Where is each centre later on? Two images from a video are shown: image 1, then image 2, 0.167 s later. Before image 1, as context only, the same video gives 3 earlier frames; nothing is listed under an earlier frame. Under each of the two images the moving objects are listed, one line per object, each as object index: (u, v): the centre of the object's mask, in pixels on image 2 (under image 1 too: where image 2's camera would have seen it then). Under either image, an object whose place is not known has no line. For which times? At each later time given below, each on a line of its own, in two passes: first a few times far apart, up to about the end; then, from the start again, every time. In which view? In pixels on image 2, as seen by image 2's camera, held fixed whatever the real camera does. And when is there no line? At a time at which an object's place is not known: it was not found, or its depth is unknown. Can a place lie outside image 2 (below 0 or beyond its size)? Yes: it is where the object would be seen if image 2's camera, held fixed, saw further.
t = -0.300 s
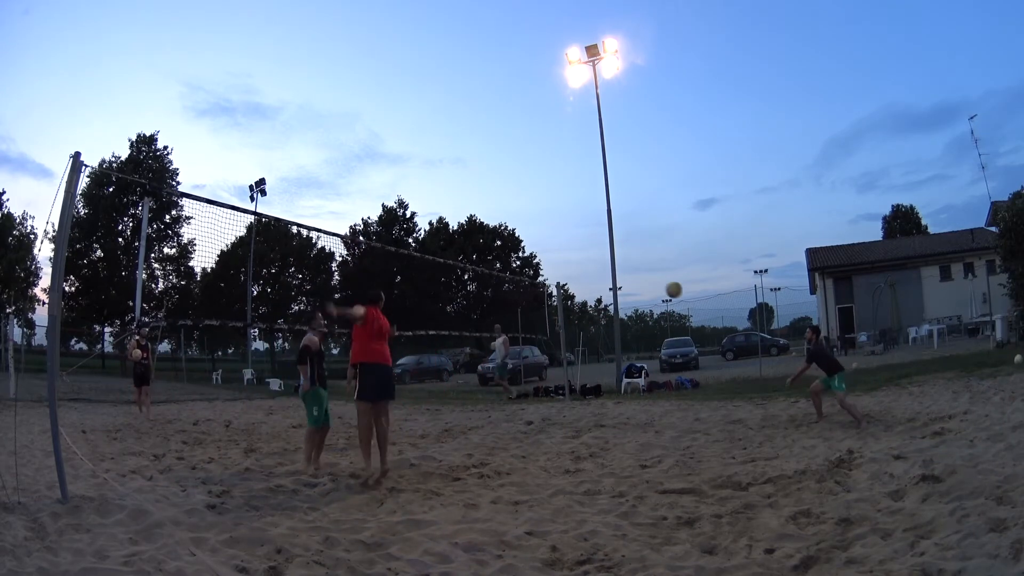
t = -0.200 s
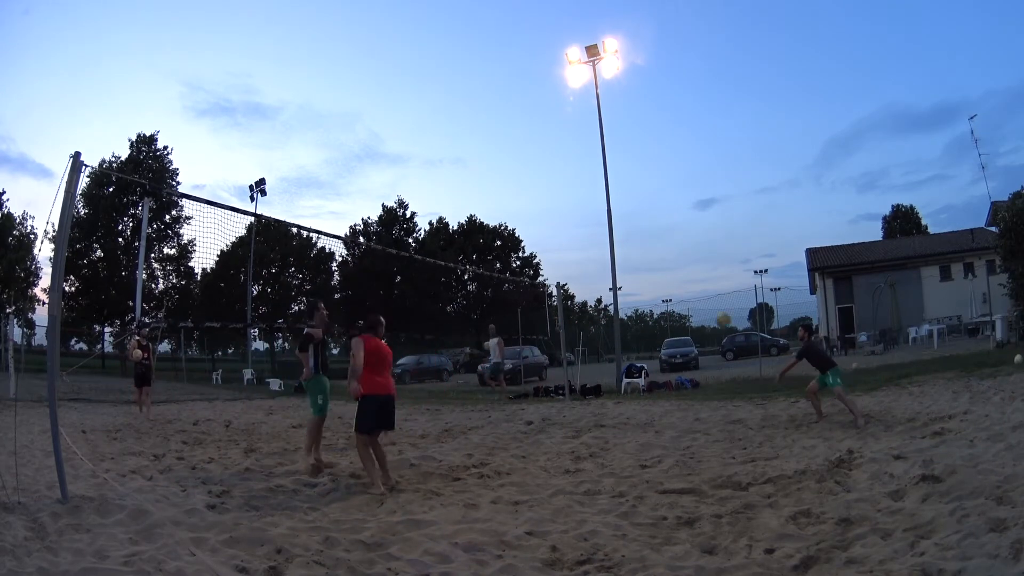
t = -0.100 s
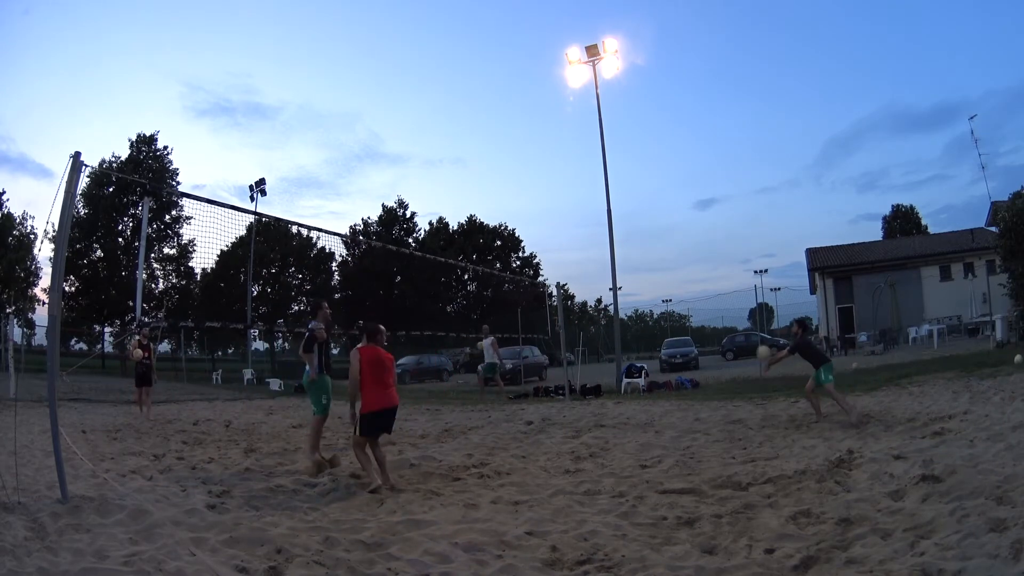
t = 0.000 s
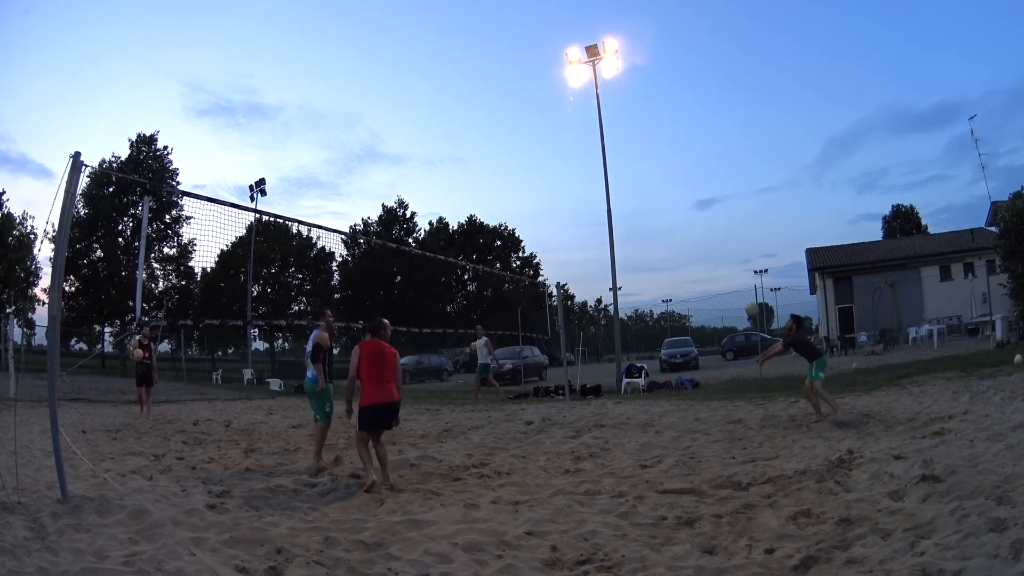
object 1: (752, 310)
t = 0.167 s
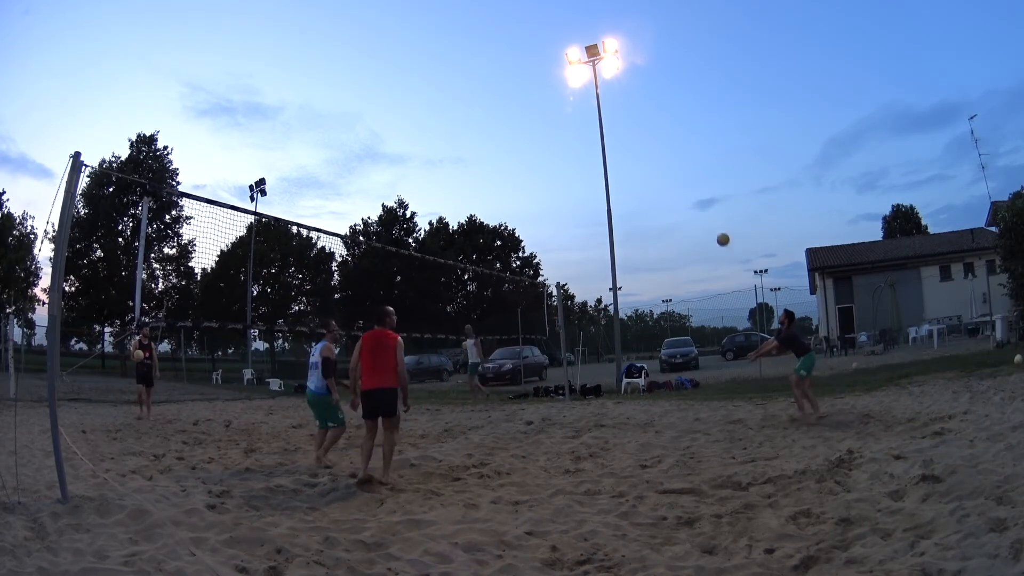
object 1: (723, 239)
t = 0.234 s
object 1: (713, 219)
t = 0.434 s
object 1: (686, 177)
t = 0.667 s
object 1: (664, 159)
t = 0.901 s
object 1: (648, 169)
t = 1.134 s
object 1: (637, 202)
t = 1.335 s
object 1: (630, 248)
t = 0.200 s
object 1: (718, 228)
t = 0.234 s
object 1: (713, 219)
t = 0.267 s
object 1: (708, 209)
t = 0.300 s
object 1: (703, 202)
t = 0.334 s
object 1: (698, 194)
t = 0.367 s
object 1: (694, 187)
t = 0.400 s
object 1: (690, 182)
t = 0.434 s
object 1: (686, 177)
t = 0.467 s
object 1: (683, 173)
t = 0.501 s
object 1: (679, 169)
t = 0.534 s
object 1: (676, 166)
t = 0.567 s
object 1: (673, 163)
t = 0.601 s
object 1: (670, 161)
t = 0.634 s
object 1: (667, 160)
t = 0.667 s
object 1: (664, 159)
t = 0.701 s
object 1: (661, 159)
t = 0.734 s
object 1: (659, 159)
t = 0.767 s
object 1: (657, 160)
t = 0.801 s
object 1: (654, 162)
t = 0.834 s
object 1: (652, 164)
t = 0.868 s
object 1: (650, 166)
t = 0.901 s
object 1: (648, 169)
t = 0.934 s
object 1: (647, 172)
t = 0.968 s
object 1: (645, 176)
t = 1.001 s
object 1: (643, 180)
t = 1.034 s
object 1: (642, 185)
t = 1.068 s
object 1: (640, 190)
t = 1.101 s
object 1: (639, 196)
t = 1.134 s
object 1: (637, 202)
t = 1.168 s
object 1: (636, 209)
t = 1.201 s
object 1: (634, 215)
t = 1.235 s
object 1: (633, 223)
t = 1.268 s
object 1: (632, 231)
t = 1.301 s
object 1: (631, 239)
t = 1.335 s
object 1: (630, 248)
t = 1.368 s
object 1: (628, 257)
